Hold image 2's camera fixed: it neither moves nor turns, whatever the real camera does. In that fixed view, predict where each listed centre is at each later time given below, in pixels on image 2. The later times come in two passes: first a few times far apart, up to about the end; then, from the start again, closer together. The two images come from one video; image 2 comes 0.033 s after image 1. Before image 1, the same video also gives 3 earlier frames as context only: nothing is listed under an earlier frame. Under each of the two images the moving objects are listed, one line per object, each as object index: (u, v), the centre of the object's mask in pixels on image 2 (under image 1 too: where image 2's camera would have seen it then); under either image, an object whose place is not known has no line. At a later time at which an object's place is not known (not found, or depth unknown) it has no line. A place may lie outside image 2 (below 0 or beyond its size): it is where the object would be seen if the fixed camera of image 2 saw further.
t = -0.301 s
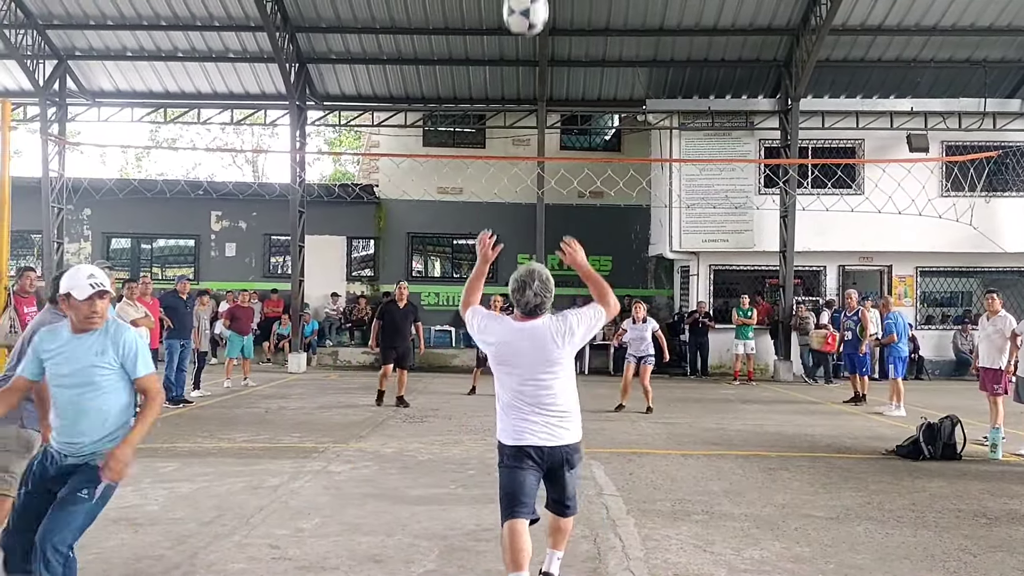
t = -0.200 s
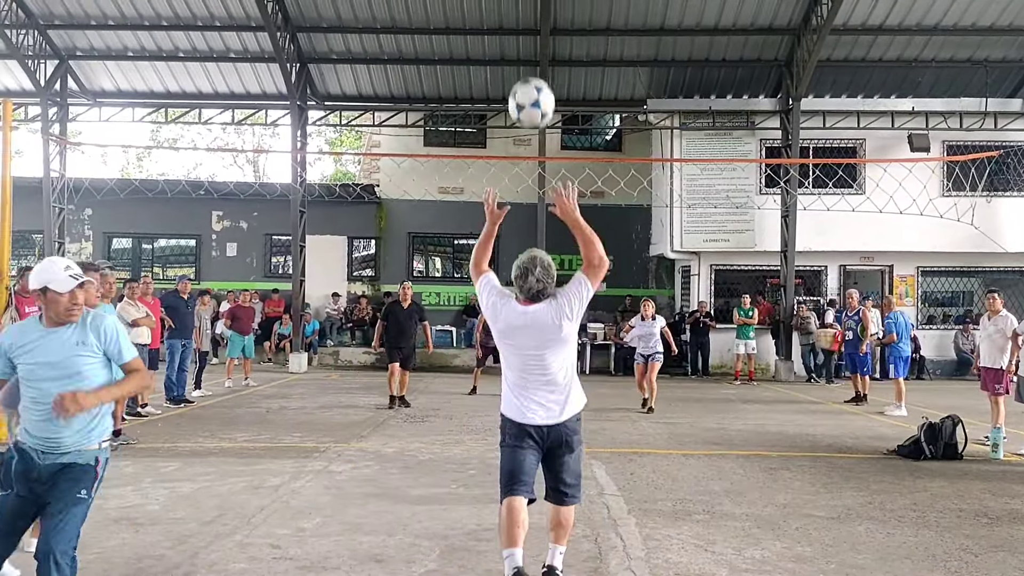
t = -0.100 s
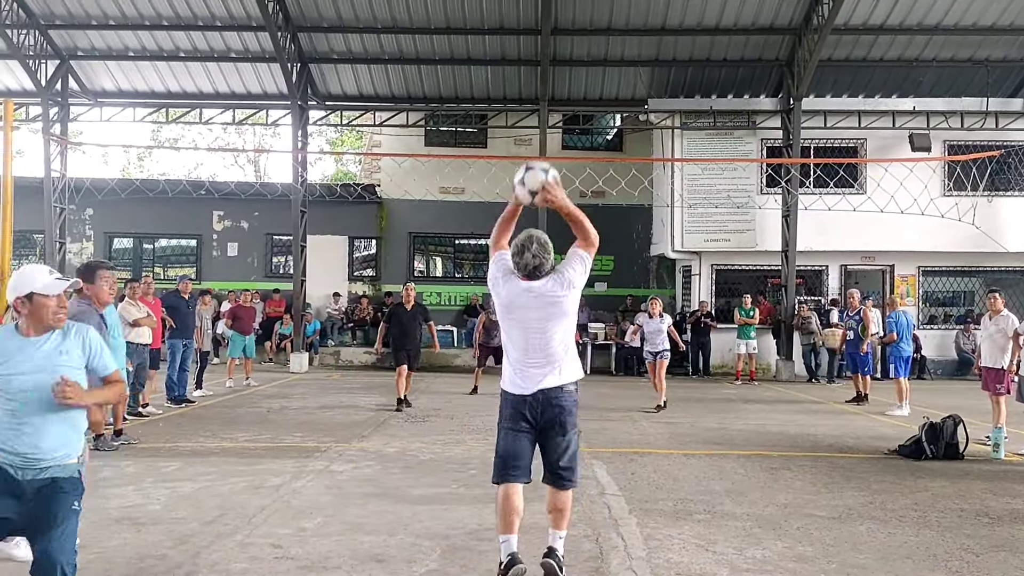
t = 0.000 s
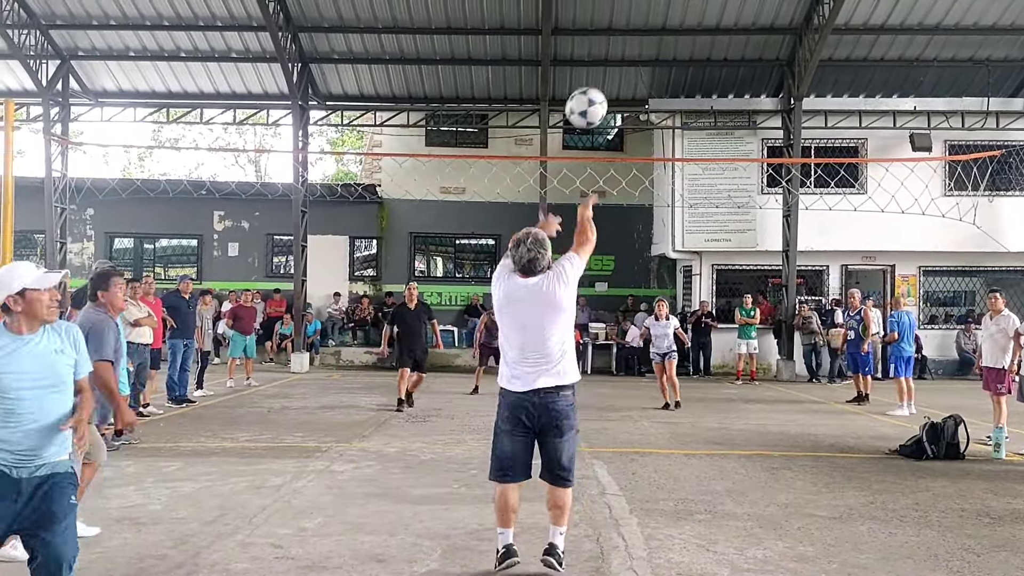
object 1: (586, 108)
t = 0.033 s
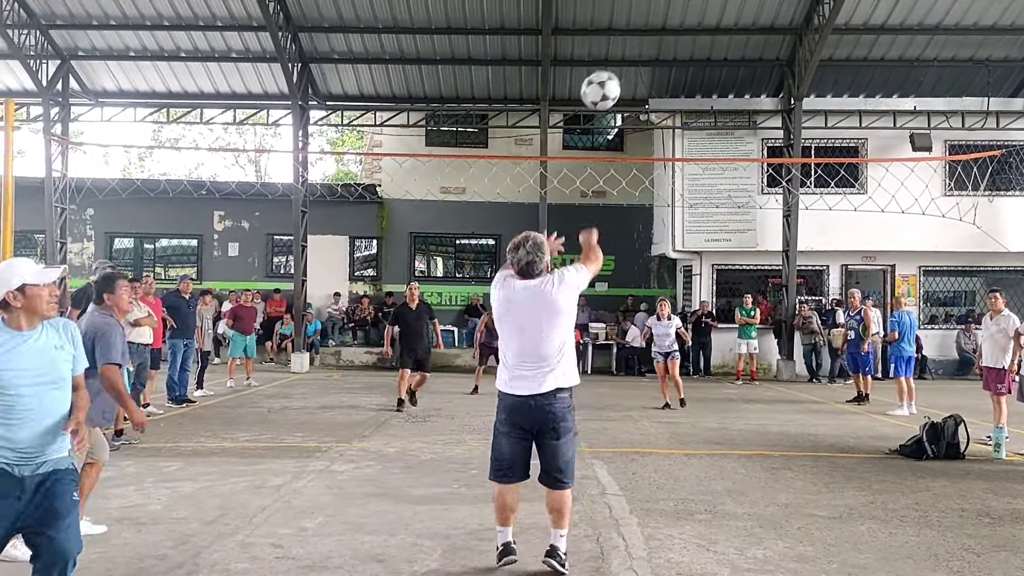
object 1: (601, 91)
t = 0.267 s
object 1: (670, 44)
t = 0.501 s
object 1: (709, 70)
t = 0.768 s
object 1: (734, 142)
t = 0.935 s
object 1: (742, 200)
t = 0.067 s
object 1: (613, 76)
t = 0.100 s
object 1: (625, 65)
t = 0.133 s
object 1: (636, 57)
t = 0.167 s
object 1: (645, 51)
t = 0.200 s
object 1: (655, 47)
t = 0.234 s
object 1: (663, 44)
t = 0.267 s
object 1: (670, 44)
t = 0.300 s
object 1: (677, 44)
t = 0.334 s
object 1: (684, 46)
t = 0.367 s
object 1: (690, 49)
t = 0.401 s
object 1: (695, 53)
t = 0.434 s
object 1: (700, 58)
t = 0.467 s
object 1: (705, 64)
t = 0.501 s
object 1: (709, 70)
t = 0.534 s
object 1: (713, 77)
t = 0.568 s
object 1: (716, 85)
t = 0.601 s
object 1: (720, 93)
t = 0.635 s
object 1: (723, 102)
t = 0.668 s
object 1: (726, 112)
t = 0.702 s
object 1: (728, 121)
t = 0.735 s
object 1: (731, 131)
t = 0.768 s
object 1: (734, 142)
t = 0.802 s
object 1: (736, 152)
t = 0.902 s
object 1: (741, 188)
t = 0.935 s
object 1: (742, 200)
